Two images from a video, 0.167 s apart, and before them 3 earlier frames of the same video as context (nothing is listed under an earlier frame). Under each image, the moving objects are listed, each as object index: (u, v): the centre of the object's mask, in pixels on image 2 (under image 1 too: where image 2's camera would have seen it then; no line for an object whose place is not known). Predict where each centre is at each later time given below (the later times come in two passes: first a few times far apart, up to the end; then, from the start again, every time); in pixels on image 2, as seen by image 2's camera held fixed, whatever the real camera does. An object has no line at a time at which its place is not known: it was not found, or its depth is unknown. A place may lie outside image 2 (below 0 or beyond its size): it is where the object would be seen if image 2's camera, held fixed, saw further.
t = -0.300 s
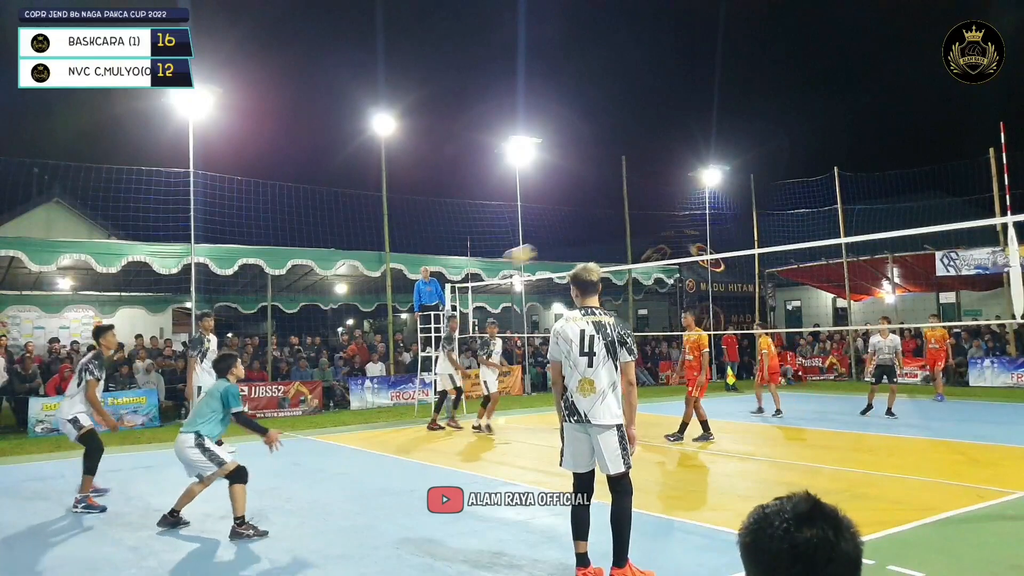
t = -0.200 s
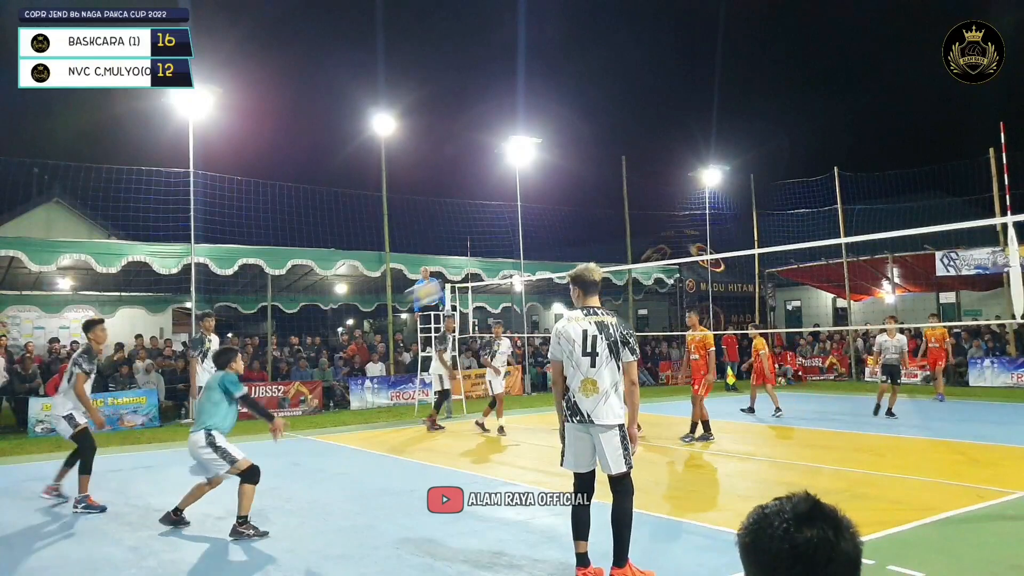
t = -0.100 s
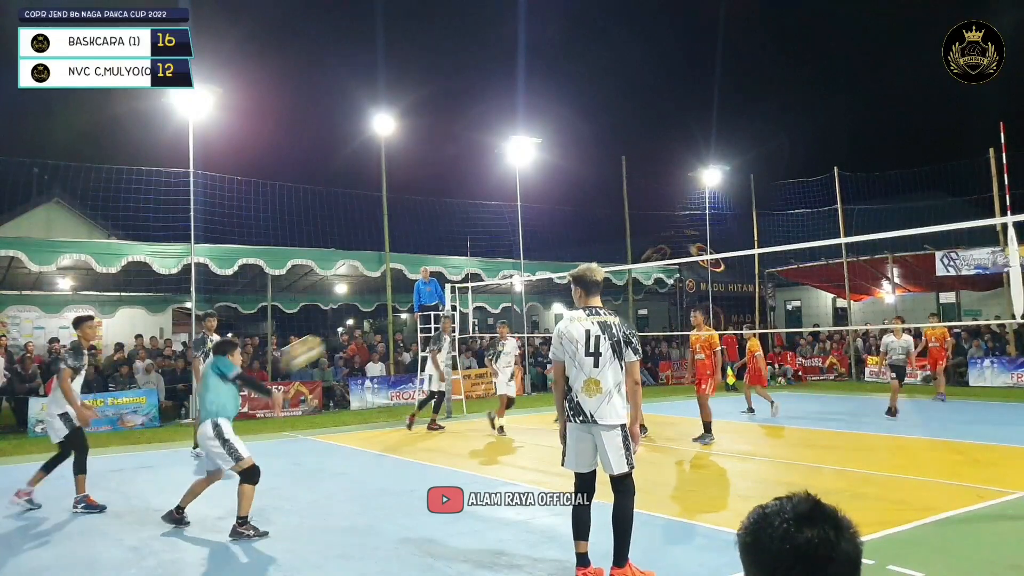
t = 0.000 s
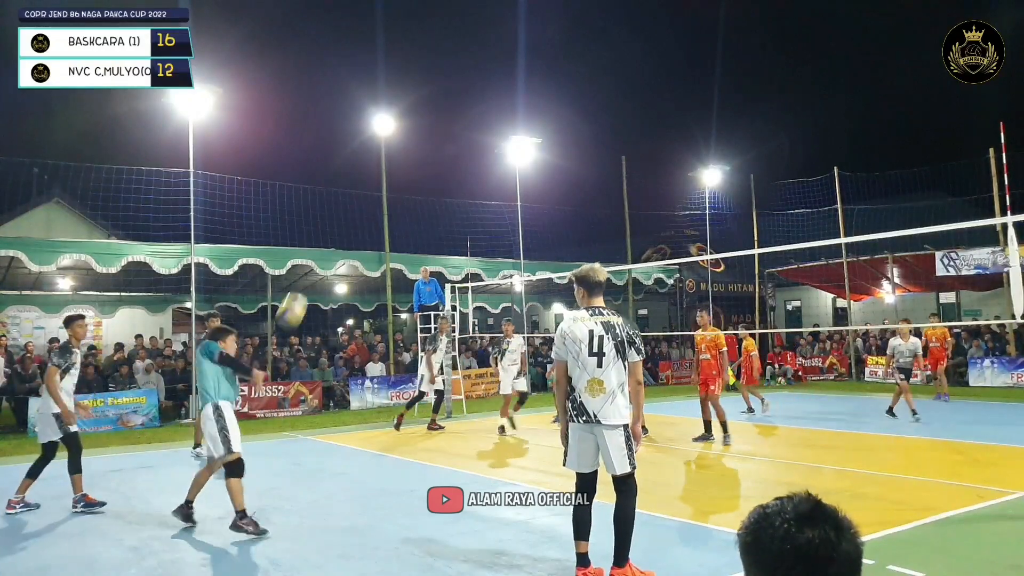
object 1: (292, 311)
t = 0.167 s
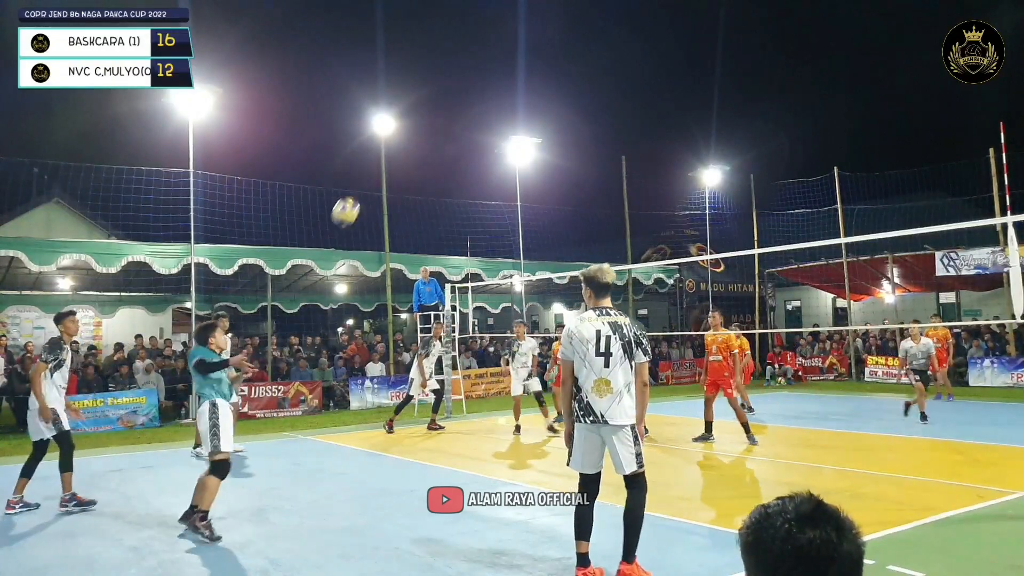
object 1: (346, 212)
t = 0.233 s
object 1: (364, 185)
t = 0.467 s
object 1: (421, 137)
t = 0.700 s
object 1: (468, 142)
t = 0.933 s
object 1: (508, 186)
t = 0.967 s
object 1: (513, 195)
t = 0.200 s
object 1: (355, 198)
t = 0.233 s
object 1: (364, 185)
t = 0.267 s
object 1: (373, 175)
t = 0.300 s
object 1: (382, 165)
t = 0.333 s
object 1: (390, 157)
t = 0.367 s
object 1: (398, 150)
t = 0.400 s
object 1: (405, 145)
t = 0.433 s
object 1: (413, 140)
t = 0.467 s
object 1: (421, 137)
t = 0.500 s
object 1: (428, 135)
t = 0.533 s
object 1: (435, 134)
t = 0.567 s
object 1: (442, 133)
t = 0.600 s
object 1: (449, 134)
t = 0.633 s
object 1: (455, 136)
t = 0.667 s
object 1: (462, 139)
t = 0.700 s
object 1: (468, 142)
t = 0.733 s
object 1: (474, 146)
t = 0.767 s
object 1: (480, 151)
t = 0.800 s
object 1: (486, 156)
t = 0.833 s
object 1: (491, 163)
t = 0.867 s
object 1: (497, 170)
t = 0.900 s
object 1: (502, 178)
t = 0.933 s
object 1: (508, 186)
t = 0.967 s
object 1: (513, 195)
